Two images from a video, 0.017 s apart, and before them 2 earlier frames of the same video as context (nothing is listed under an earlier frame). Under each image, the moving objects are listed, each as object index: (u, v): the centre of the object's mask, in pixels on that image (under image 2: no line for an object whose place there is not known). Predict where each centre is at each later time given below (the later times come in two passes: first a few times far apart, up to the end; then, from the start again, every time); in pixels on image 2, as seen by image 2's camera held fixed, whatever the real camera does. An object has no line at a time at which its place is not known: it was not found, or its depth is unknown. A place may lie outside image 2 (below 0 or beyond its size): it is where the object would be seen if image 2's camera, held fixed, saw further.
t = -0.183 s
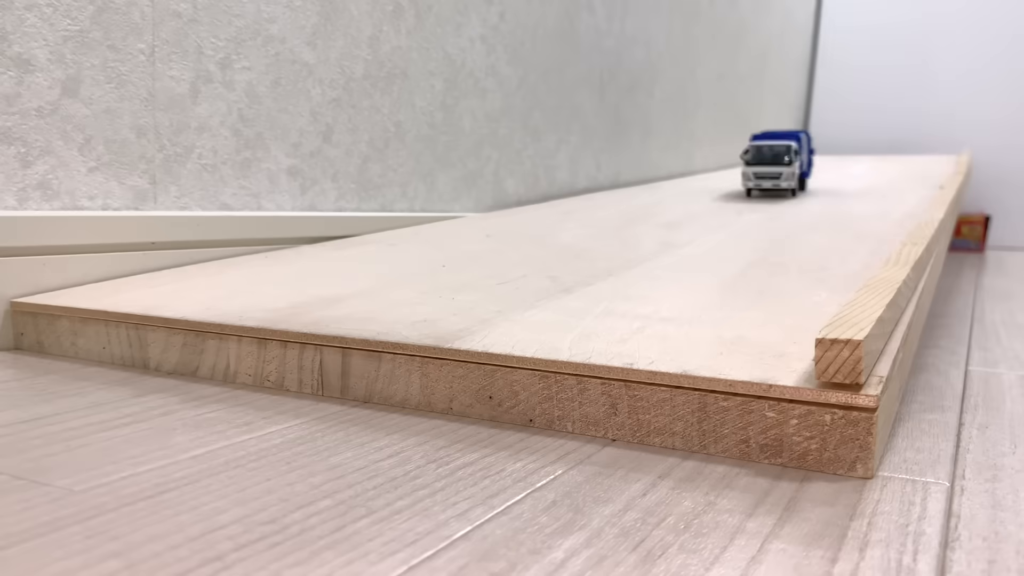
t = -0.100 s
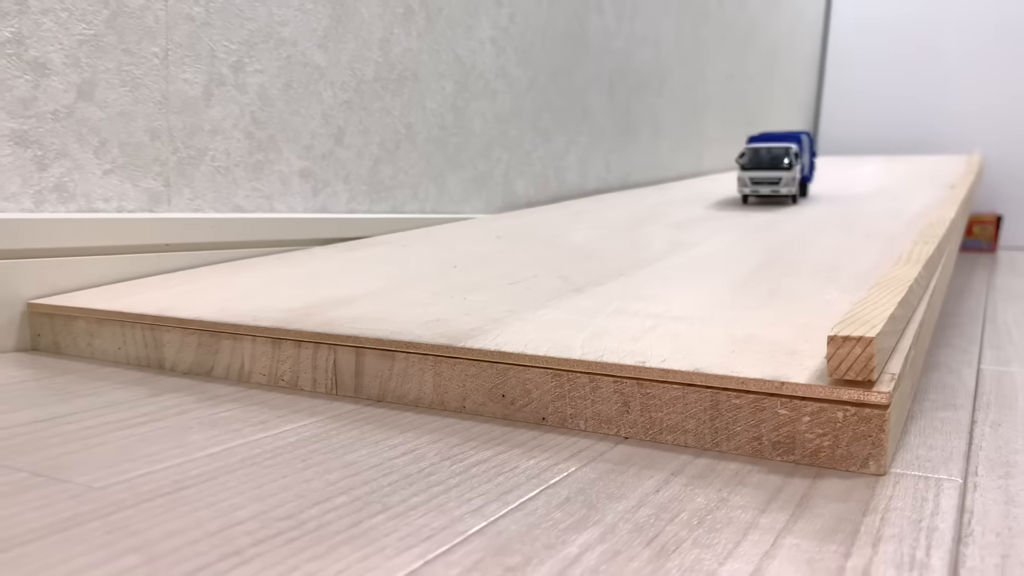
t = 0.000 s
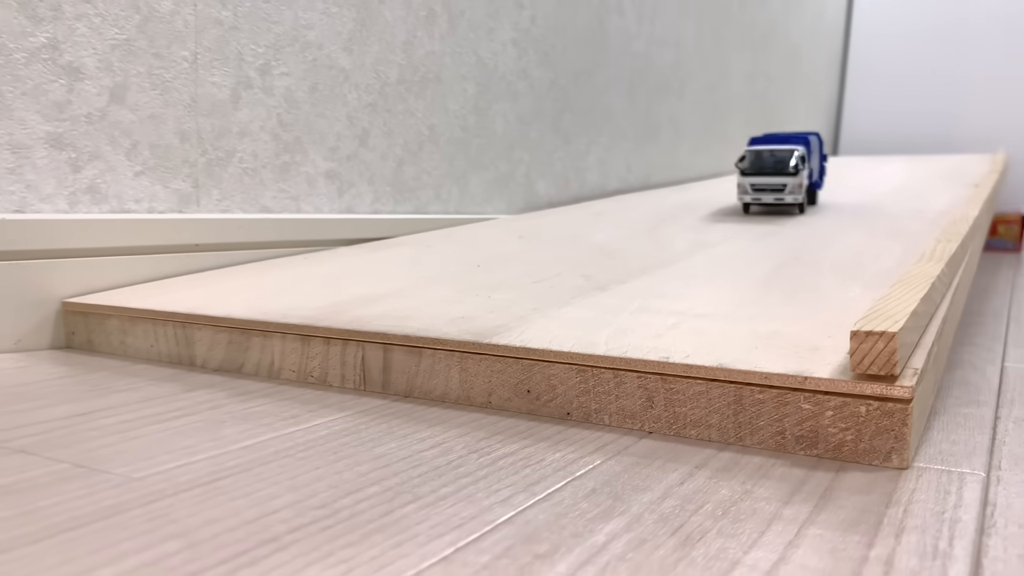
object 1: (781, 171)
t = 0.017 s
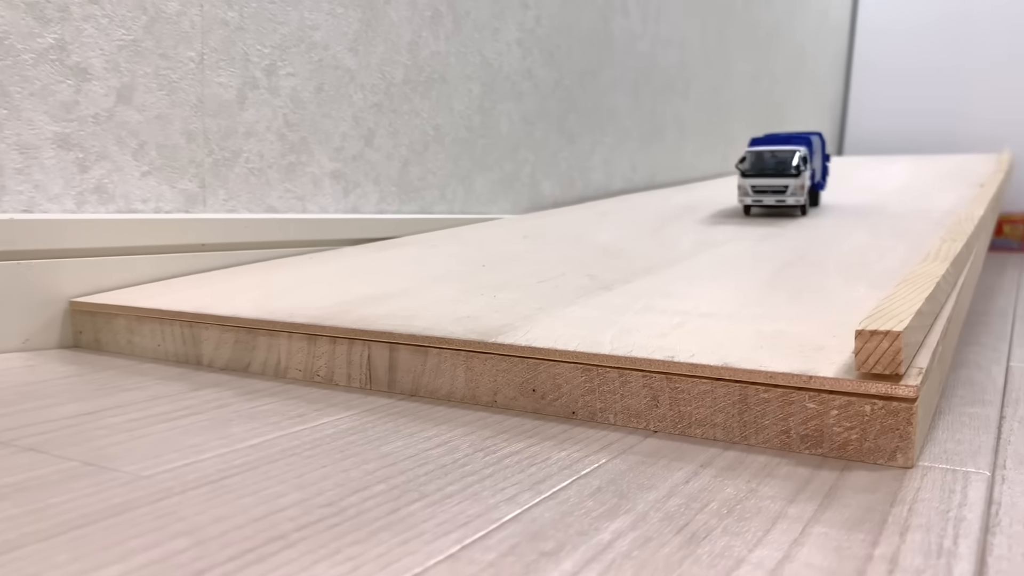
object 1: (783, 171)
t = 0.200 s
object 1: (733, 188)
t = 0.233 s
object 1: (720, 192)
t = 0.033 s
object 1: (780, 172)
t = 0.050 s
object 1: (776, 174)
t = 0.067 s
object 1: (772, 175)
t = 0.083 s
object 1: (768, 176)
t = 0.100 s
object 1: (764, 178)
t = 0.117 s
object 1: (760, 179)
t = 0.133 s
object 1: (755, 181)
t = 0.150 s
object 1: (750, 182)
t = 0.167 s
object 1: (744, 184)
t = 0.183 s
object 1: (739, 186)
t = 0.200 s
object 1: (733, 188)
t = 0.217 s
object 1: (727, 190)
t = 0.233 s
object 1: (720, 192)
